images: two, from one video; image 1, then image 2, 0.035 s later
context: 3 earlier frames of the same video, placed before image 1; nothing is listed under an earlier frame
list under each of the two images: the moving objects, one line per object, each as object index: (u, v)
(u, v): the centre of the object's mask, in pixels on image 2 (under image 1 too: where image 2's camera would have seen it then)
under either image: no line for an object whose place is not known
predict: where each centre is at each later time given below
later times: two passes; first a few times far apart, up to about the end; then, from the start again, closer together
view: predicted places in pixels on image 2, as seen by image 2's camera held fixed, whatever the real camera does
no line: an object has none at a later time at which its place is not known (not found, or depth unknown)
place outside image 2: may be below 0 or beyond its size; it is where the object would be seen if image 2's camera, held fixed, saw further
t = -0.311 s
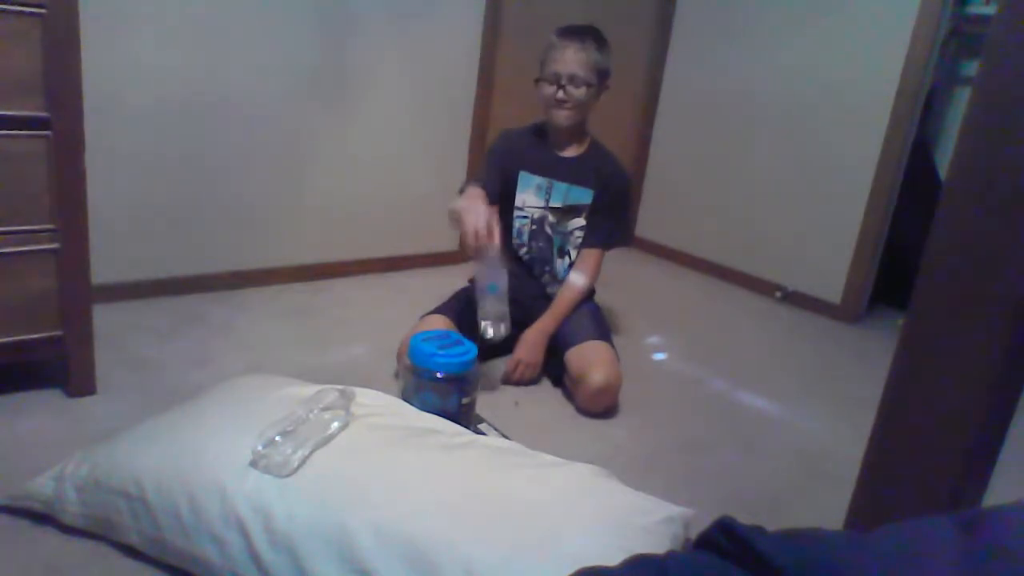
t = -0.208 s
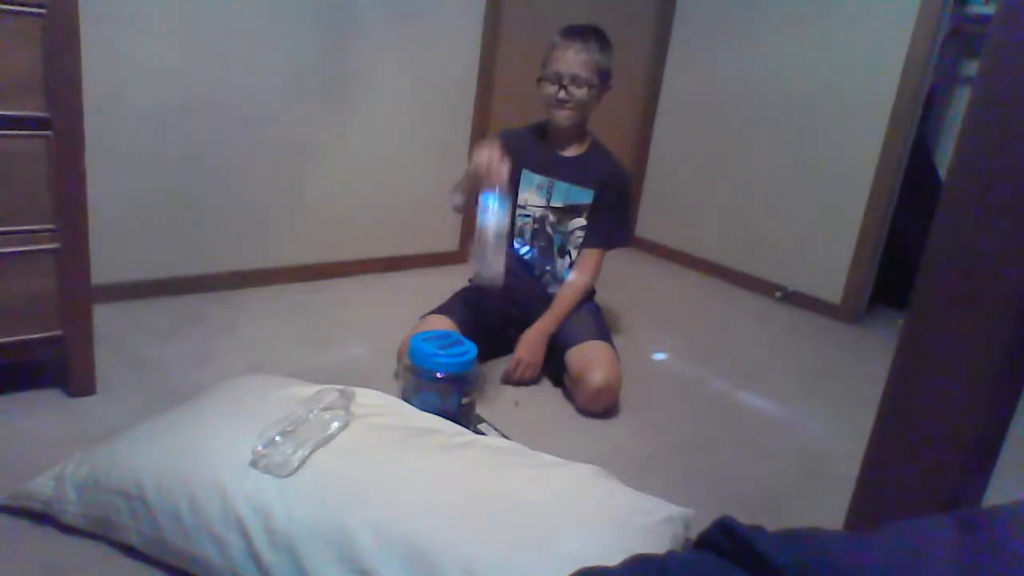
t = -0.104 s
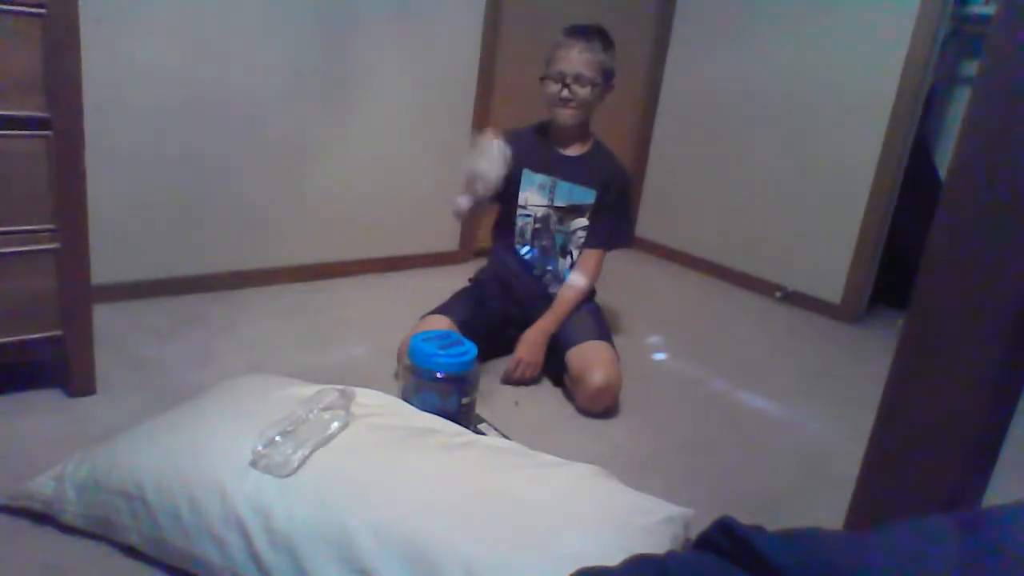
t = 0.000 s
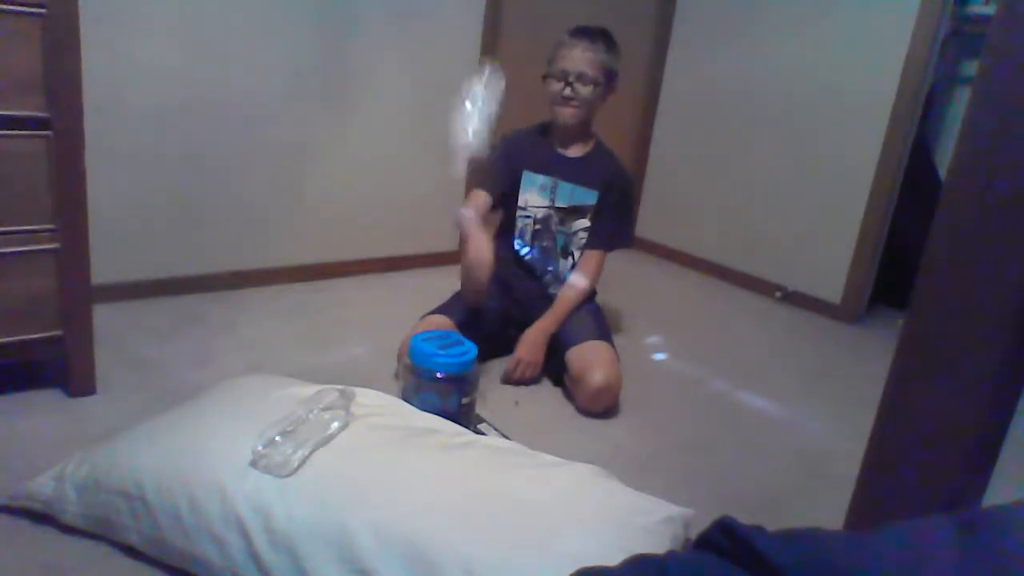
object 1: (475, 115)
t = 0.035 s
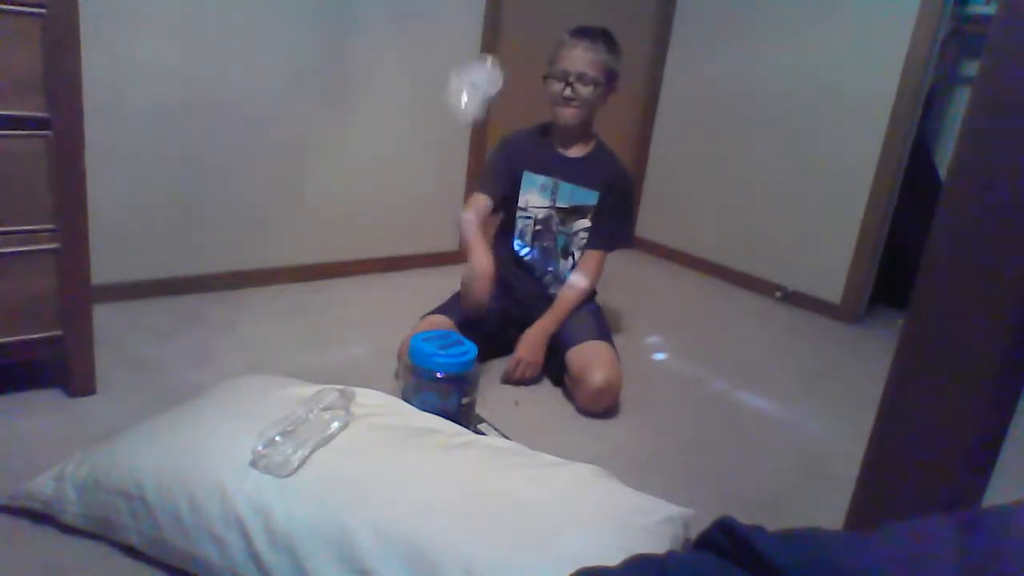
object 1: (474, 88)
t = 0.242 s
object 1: (447, 152)
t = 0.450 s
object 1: (364, 305)
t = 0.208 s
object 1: (453, 123)
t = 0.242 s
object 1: (447, 152)
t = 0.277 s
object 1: (441, 189)
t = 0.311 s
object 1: (430, 236)
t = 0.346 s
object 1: (424, 272)
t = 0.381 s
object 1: (408, 286)
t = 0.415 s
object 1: (394, 288)
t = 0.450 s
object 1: (364, 305)
